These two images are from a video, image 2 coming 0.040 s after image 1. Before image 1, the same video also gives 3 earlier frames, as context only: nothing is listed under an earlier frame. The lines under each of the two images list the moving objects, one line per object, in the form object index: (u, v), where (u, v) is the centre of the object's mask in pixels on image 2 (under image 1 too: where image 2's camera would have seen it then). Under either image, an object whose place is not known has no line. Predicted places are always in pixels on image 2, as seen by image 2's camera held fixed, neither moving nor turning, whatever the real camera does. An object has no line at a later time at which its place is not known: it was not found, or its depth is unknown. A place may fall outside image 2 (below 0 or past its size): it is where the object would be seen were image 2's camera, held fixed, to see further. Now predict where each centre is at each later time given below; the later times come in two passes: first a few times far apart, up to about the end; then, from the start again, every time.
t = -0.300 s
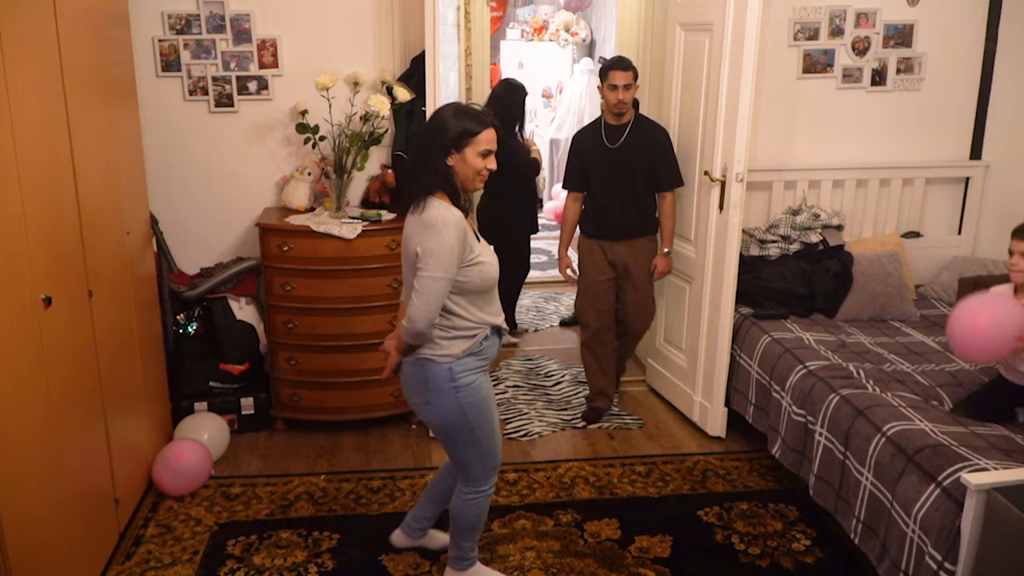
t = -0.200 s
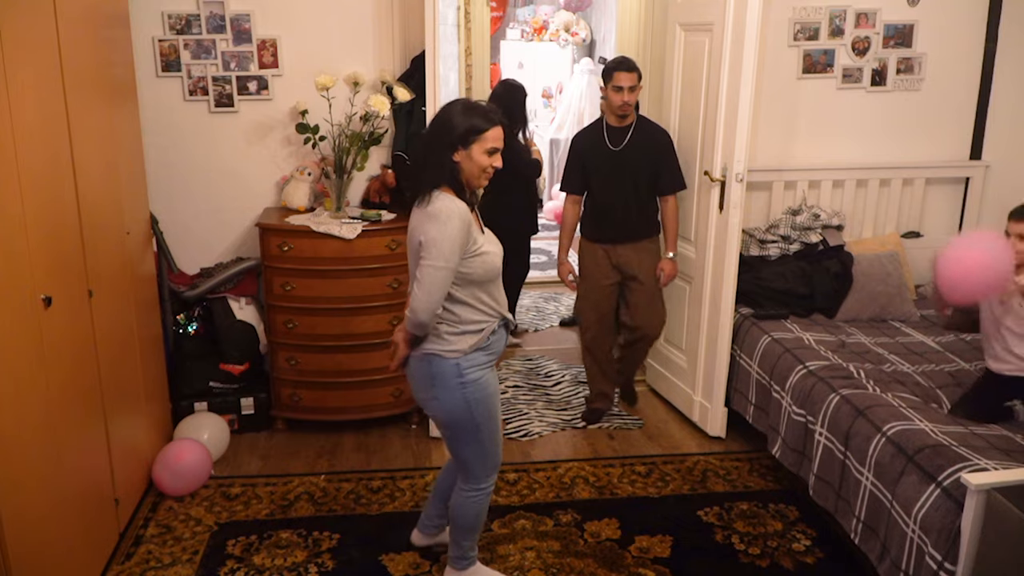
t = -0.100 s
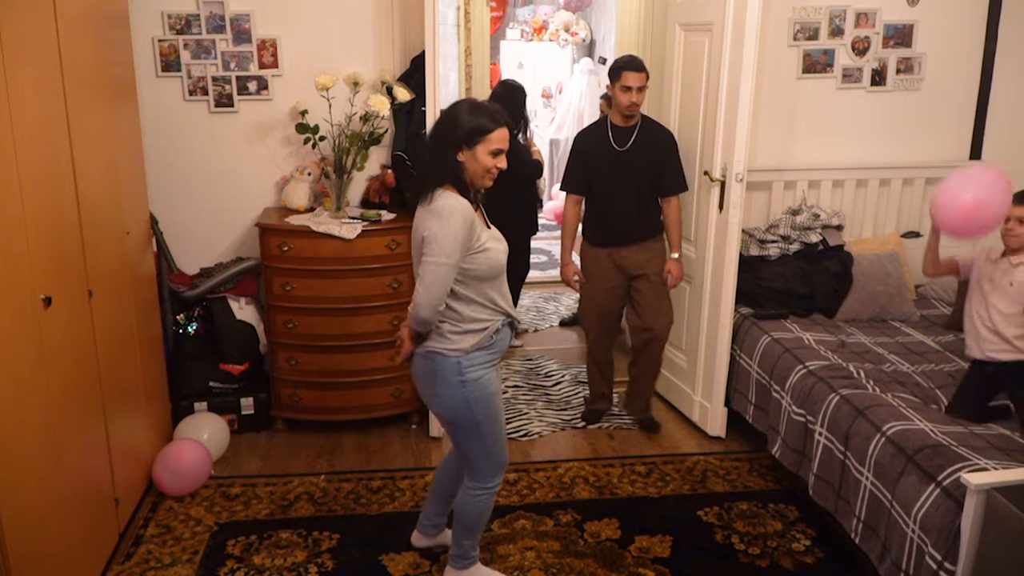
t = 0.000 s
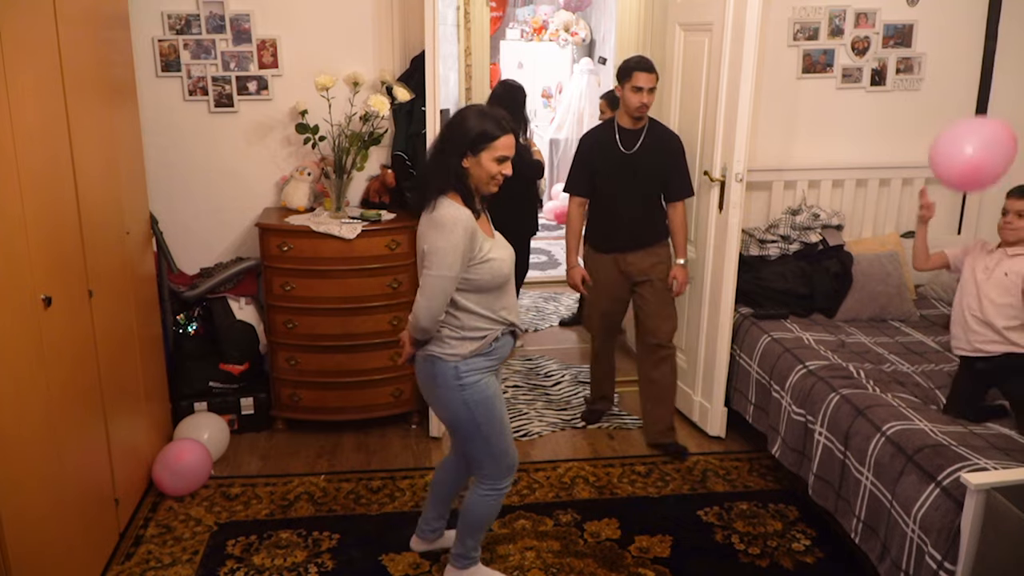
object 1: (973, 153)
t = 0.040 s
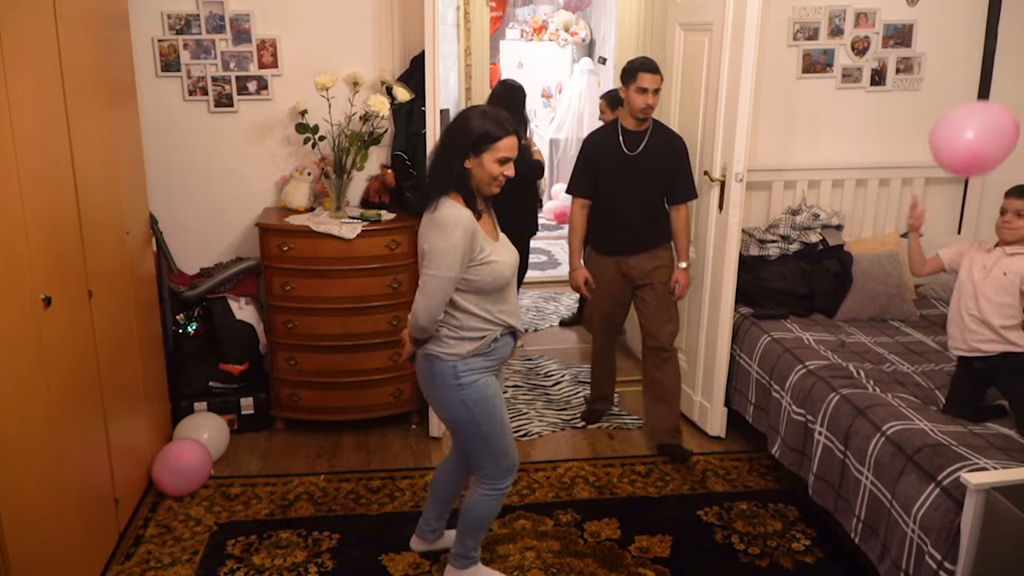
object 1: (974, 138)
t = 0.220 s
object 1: (975, 90)
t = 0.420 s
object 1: (973, 72)
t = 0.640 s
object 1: (970, 85)
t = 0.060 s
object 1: (974, 131)
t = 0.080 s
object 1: (974, 124)
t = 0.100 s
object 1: (974, 118)
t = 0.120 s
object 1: (975, 113)
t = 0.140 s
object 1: (975, 107)
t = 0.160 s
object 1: (975, 102)
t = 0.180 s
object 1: (975, 98)
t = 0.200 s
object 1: (975, 94)
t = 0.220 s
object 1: (975, 90)
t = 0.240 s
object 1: (975, 87)
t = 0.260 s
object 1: (975, 84)
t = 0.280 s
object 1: (975, 81)
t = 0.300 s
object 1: (975, 79)
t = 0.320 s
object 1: (974, 77)
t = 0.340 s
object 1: (974, 76)
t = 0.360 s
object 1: (974, 74)
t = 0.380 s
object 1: (974, 73)
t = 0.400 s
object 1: (974, 72)
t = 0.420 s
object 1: (973, 72)
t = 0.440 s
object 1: (973, 72)
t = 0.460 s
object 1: (973, 72)
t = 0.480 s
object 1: (973, 72)
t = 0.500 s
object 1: (972, 73)
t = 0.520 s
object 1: (972, 74)
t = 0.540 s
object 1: (972, 75)
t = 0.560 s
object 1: (972, 77)
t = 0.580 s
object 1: (971, 78)
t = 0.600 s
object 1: (971, 80)
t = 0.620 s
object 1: (971, 83)
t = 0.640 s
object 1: (970, 85)
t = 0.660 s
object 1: (970, 88)
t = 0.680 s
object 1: (969, 91)
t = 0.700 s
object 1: (969, 94)
